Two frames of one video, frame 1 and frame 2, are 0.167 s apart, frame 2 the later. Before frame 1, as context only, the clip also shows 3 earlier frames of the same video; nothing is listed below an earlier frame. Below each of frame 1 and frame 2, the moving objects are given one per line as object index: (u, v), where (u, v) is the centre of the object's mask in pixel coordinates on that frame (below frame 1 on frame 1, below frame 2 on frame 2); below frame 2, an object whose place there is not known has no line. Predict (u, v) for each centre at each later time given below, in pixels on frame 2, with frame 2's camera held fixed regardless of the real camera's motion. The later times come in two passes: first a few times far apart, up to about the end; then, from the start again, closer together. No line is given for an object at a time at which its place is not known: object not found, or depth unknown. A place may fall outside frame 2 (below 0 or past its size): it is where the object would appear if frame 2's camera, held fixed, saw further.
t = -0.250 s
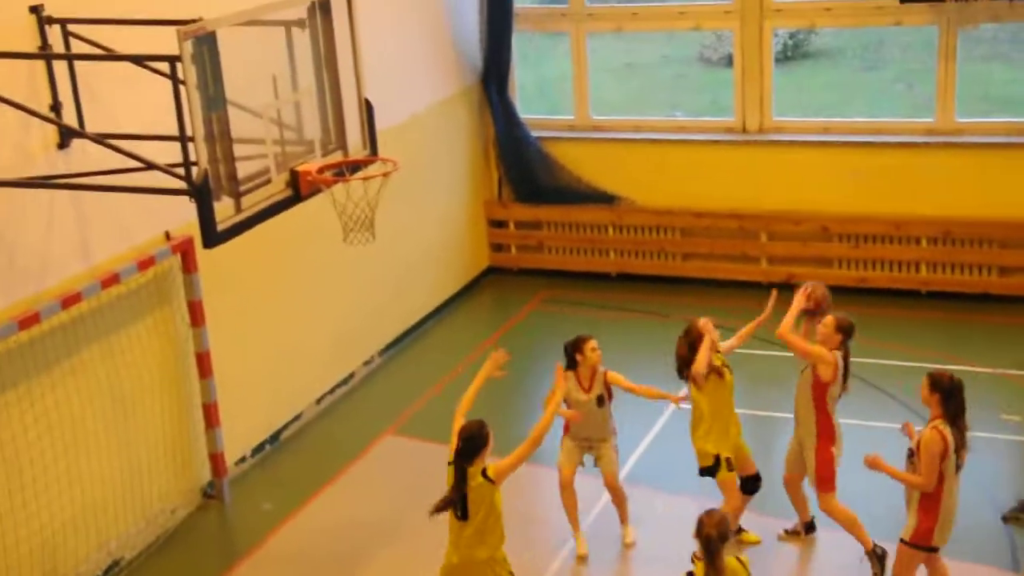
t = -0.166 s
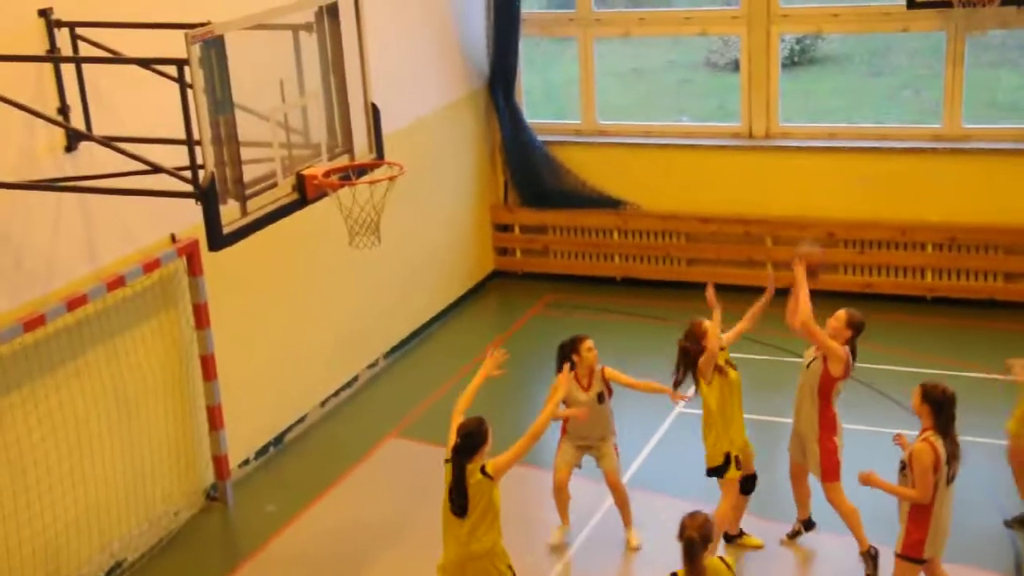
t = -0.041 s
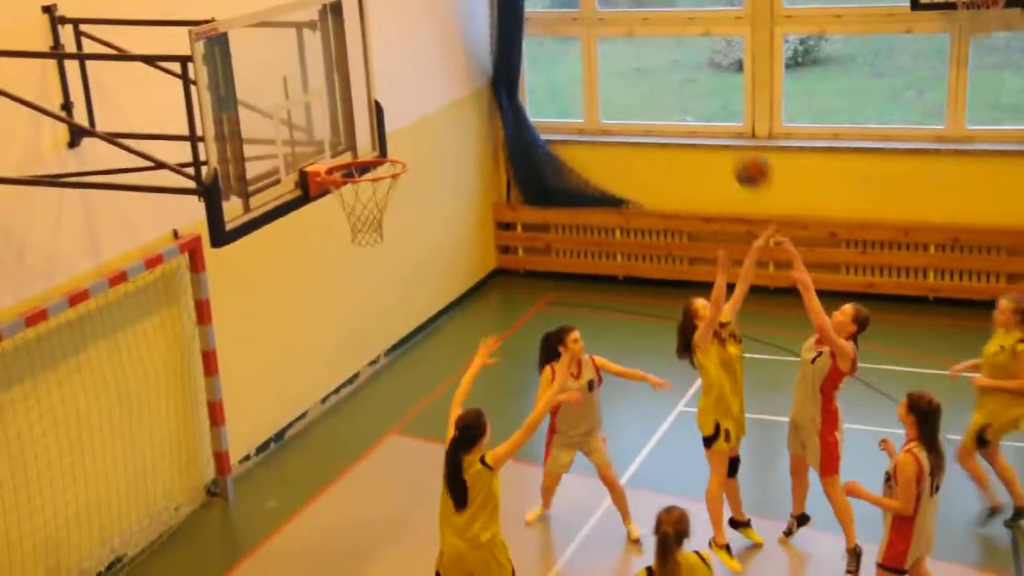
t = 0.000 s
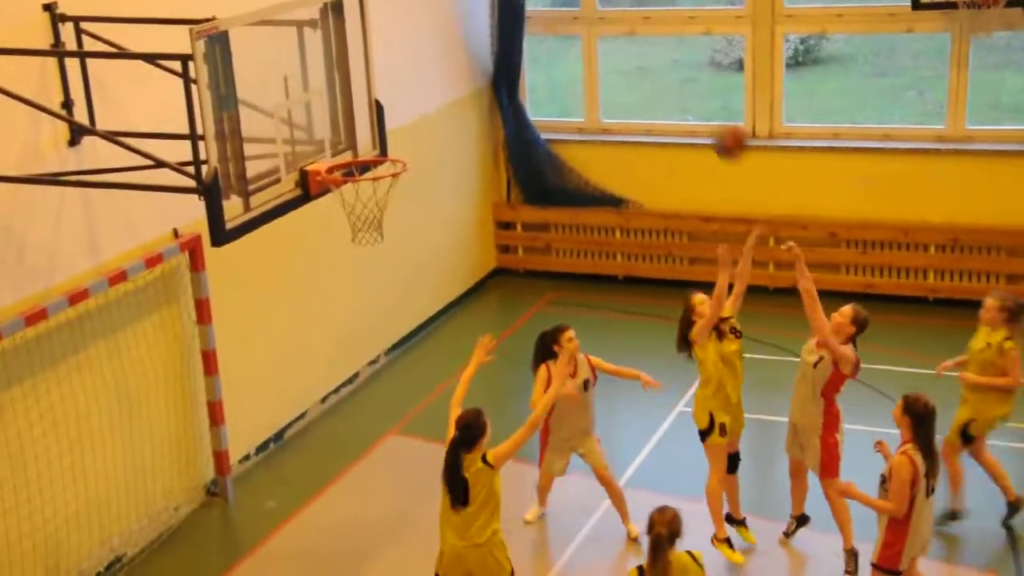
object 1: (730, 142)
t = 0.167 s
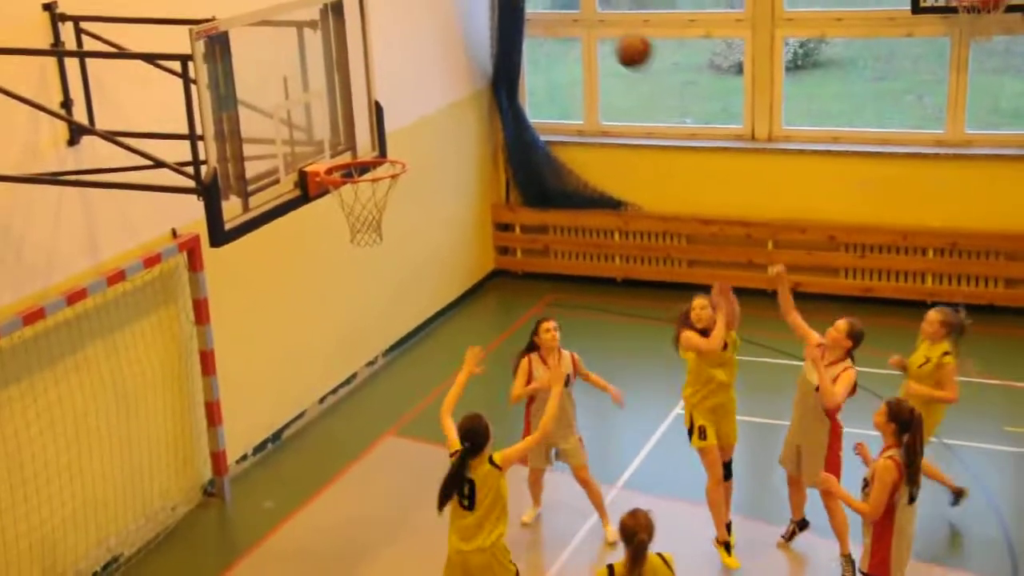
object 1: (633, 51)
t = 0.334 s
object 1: (532, 3)
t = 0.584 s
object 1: (379, 1)
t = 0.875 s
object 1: (413, 131)
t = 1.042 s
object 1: (471, 251)
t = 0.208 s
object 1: (609, 34)
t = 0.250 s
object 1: (585, 17)
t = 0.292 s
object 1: (560, 9)
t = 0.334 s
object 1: (532, 3)
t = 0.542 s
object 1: (405, -2)
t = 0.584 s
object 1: (379, 1)
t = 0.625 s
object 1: (352, 8)
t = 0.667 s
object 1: (351, 18)
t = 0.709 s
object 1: (362, 33)
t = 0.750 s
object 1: (375, 53)
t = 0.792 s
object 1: (386, 75)
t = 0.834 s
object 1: (399, 101)
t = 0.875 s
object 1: (413, 131)
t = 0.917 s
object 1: (426, 162)
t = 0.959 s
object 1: (441, 189)
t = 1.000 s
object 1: (456, 219)
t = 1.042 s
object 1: (471, 251)
